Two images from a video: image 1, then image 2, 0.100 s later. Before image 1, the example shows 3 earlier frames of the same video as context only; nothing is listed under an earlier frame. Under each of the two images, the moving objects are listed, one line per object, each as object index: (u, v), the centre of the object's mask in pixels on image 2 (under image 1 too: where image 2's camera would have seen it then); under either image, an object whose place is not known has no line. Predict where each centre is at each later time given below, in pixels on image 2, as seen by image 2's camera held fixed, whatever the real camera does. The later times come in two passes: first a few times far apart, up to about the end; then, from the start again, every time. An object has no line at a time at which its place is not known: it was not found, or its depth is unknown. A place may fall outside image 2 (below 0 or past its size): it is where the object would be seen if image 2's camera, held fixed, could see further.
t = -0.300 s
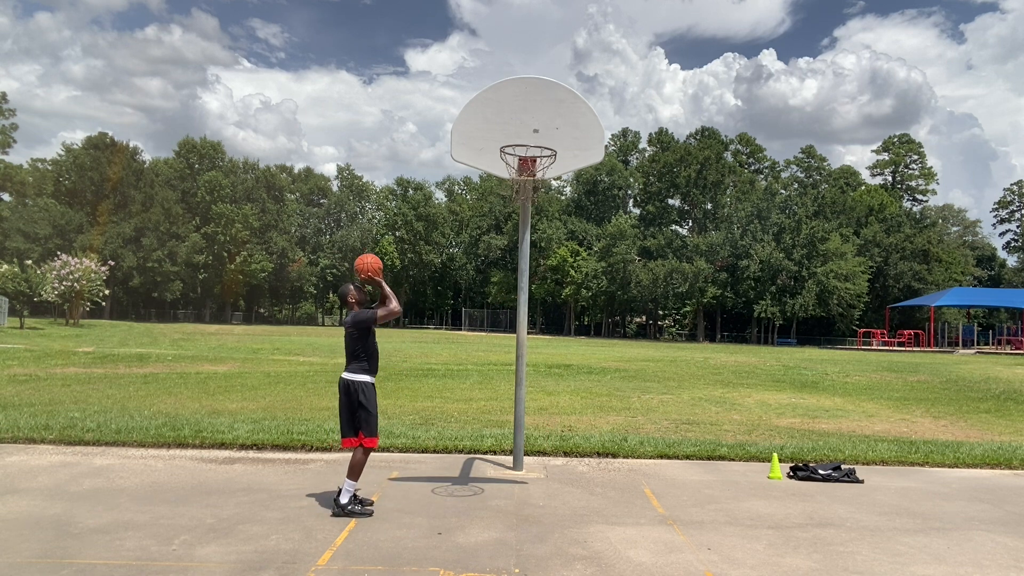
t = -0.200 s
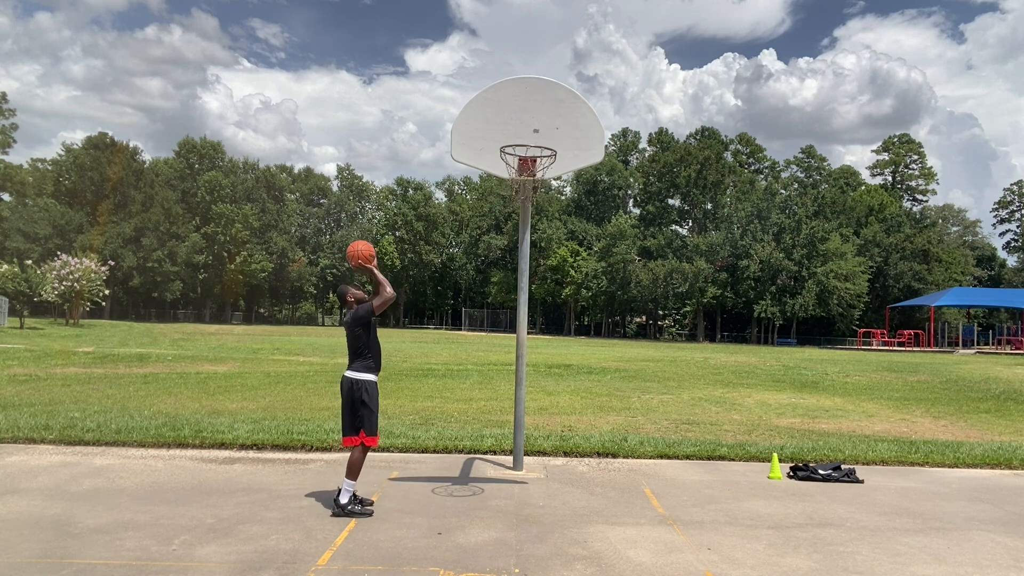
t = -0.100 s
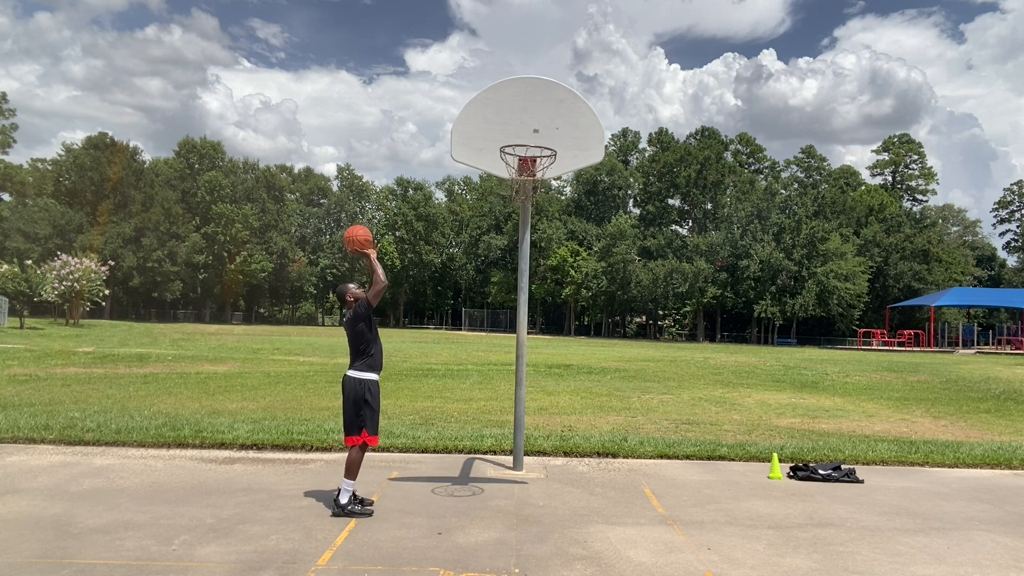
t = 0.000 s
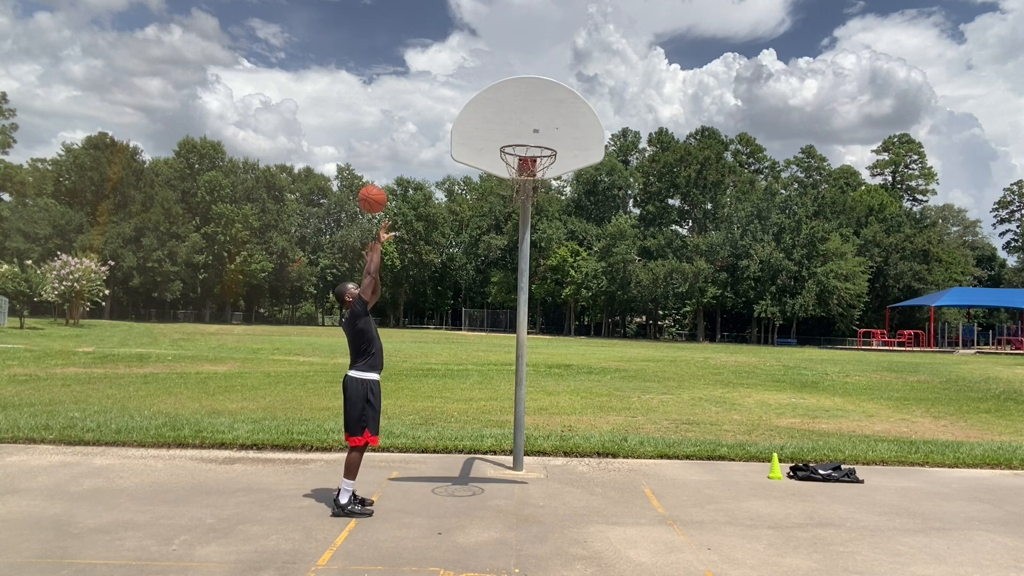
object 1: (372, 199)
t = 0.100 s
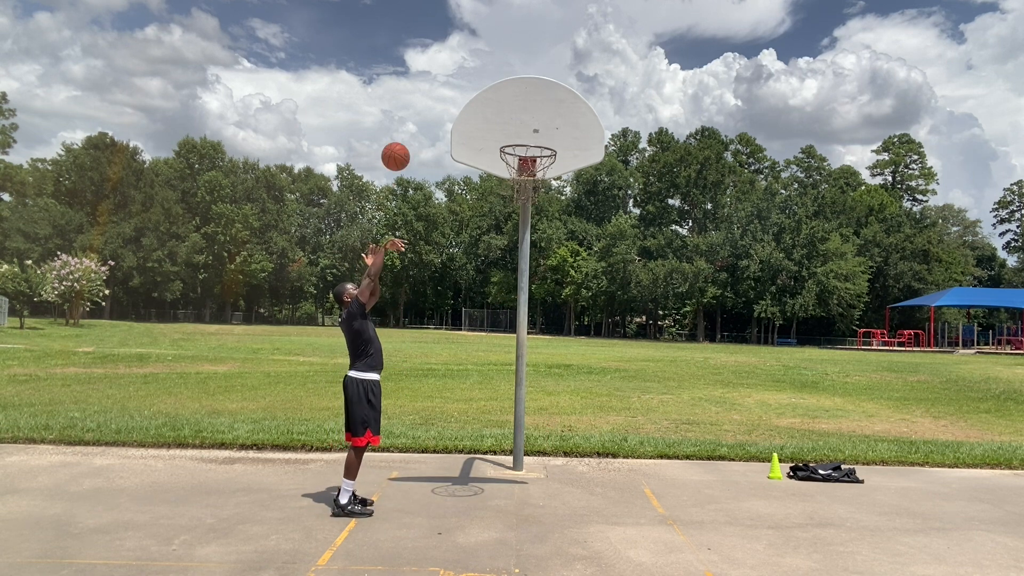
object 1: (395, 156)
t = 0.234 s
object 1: (426, 118)
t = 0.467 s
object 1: (477, 99)
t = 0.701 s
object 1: (527, 142)
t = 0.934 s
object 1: (543, 187)
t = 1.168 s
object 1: (534, 251)
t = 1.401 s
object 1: (524, 374)
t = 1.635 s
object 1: (511, 455)
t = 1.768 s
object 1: (500, 379)
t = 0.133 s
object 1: (403, 145)
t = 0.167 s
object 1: (411, 134)
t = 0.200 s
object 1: (418, 125)
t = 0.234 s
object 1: (426, 118)
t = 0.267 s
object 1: (433, 111)
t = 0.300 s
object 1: (441, 106)
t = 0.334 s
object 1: (448, 102)
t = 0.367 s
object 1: (455, 99)
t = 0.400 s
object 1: (463, 98)
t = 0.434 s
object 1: (470, 98)
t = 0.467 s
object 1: (477, 99)
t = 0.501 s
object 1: (485, 101)
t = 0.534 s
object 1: (492, 105)
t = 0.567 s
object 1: (499, 110)
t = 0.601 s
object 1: (506, 116)
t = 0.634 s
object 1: (513, 123)
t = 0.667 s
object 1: (520, 132)
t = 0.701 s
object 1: (527, 142)
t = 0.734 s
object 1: (534, 154)
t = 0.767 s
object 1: (541, 164)
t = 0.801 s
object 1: (542, 170)
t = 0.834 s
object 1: (544, 174)
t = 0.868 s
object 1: (544, 178)
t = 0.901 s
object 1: (544, 182)
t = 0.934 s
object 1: (543, 187)
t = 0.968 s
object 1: (542, 192)
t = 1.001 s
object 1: (541, 199)
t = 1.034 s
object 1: (540, 207)
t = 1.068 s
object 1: (538, 216)
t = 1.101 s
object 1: (537, 227)
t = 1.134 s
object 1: (535, 238)
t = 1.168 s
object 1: (534, 251)
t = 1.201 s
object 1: (532, 265)
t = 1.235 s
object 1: (531, 280)
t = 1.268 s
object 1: (530, 297)
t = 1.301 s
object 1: (528, 314)
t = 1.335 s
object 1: (527, 333)
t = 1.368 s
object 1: (525, 353)
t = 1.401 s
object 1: (524, 374)
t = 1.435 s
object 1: (522, 396)
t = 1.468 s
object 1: (521, 420)
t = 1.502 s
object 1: (519, 445)
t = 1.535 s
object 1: (518, 471)
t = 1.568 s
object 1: (517, 498)
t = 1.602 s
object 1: (513, 478)
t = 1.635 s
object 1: (511, 455)
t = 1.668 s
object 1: (508, 434)
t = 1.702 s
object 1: (505, 414)
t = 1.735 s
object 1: (502, 396)
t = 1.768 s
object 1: (500, 379)
